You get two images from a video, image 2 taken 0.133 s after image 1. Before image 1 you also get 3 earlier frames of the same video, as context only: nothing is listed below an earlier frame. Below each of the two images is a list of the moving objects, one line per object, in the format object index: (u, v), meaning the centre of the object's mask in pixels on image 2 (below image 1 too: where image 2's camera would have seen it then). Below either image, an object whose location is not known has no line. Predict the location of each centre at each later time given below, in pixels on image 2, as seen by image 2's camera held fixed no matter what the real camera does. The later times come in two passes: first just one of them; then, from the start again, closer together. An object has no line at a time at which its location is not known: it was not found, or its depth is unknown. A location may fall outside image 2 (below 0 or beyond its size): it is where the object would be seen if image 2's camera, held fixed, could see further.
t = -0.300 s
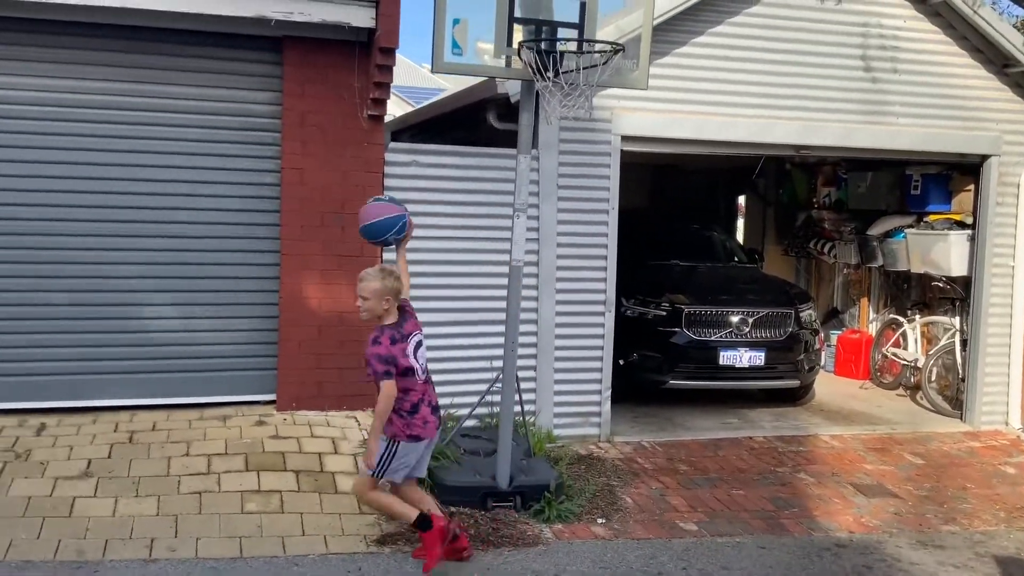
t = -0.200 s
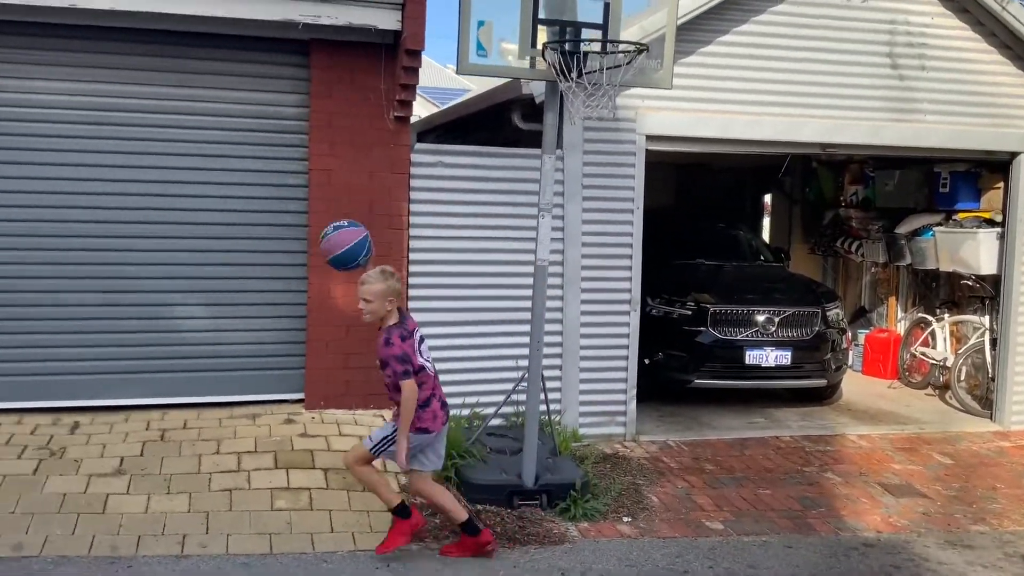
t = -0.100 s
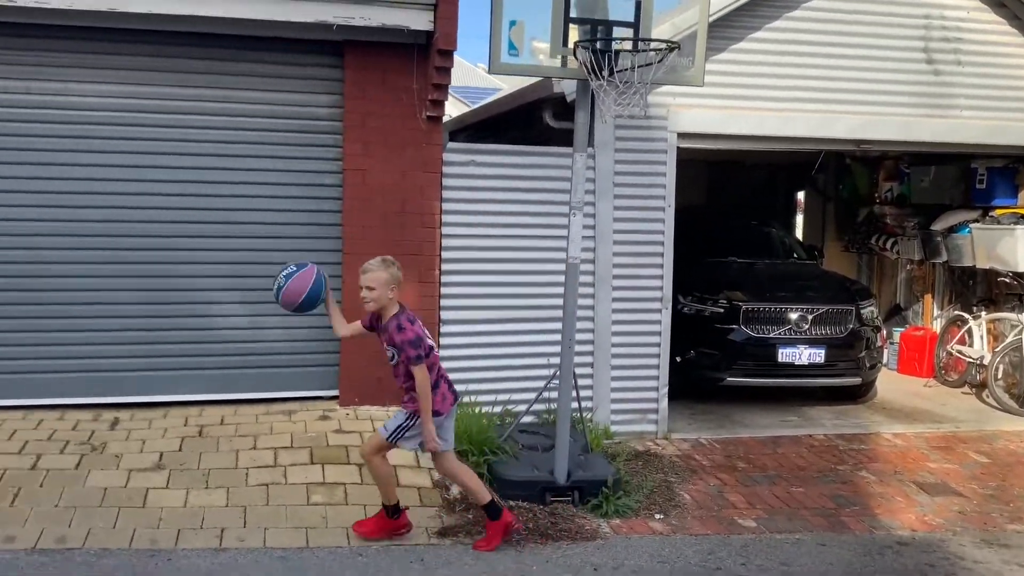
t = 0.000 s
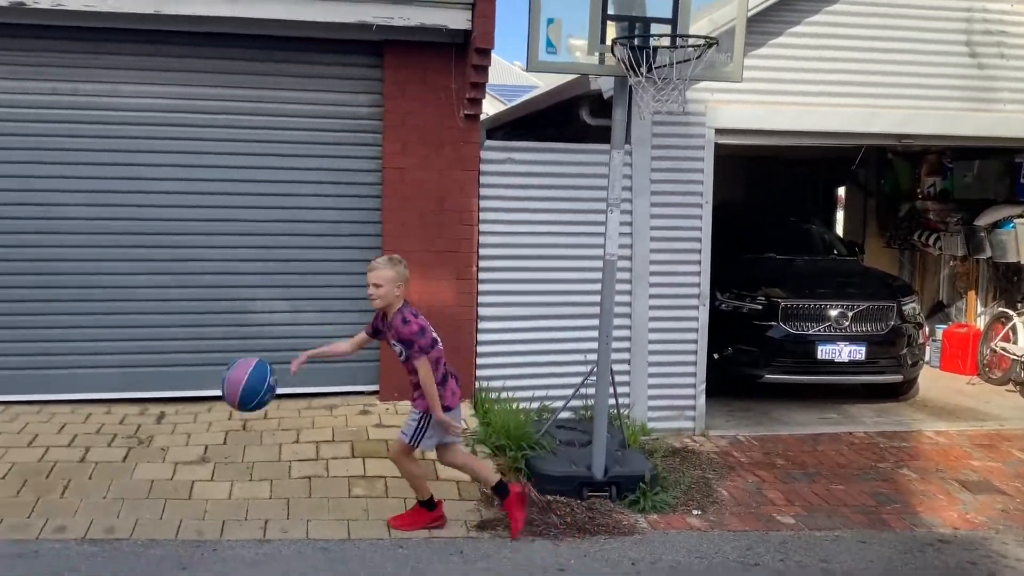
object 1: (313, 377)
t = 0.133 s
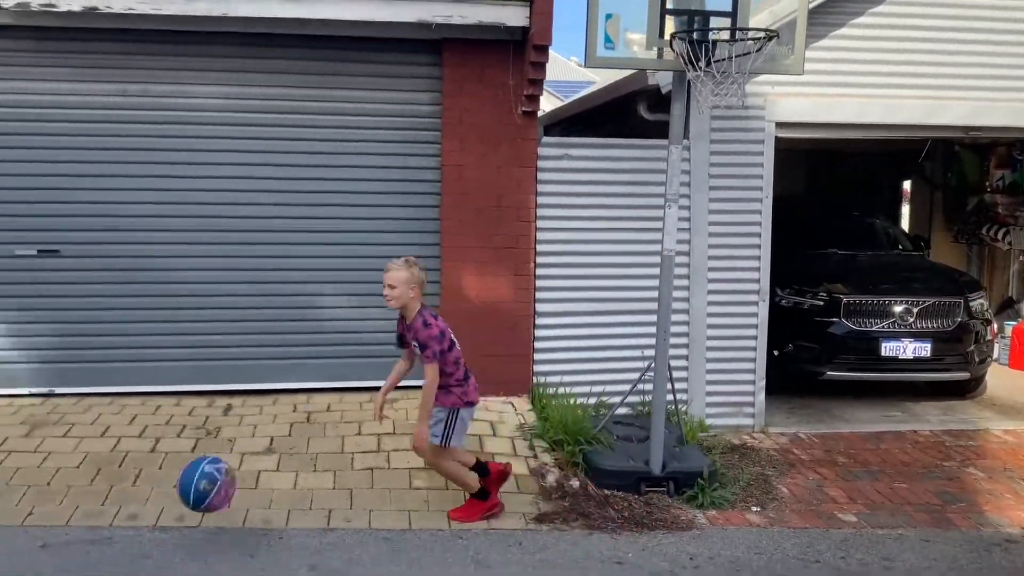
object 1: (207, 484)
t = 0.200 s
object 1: (179, 407)
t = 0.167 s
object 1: (193, 445)
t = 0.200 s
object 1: (179, 407)
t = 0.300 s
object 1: (136, 300)
